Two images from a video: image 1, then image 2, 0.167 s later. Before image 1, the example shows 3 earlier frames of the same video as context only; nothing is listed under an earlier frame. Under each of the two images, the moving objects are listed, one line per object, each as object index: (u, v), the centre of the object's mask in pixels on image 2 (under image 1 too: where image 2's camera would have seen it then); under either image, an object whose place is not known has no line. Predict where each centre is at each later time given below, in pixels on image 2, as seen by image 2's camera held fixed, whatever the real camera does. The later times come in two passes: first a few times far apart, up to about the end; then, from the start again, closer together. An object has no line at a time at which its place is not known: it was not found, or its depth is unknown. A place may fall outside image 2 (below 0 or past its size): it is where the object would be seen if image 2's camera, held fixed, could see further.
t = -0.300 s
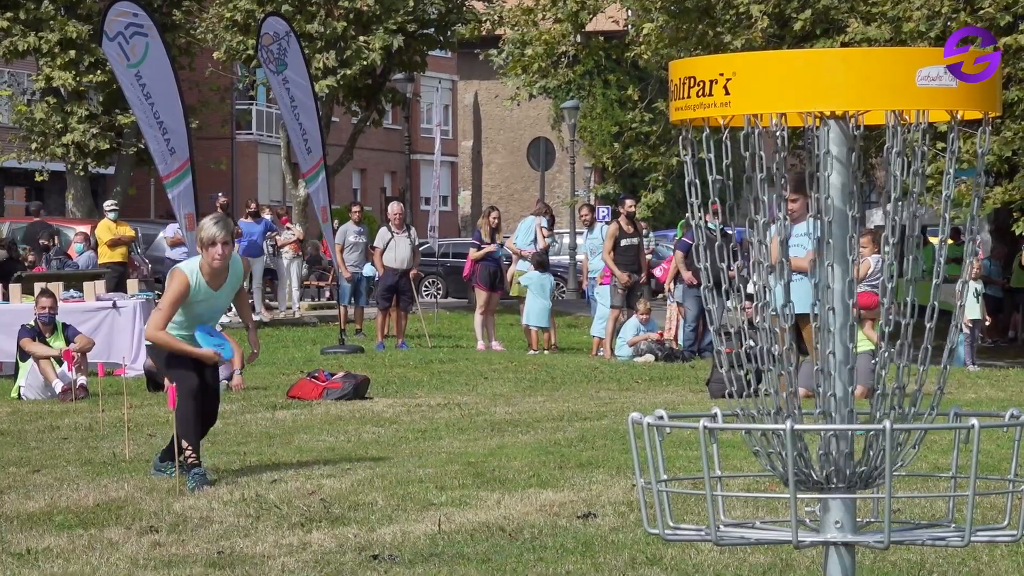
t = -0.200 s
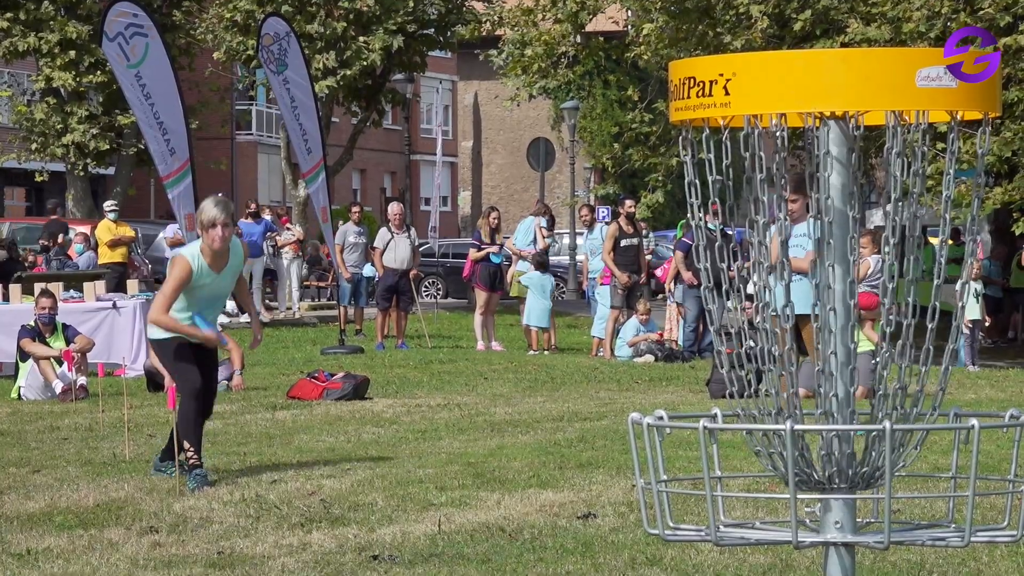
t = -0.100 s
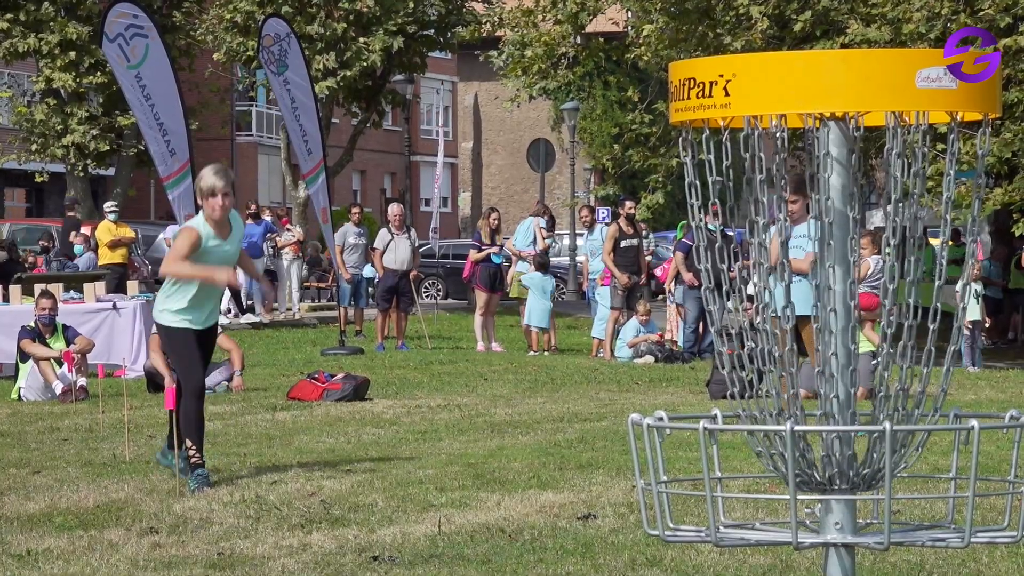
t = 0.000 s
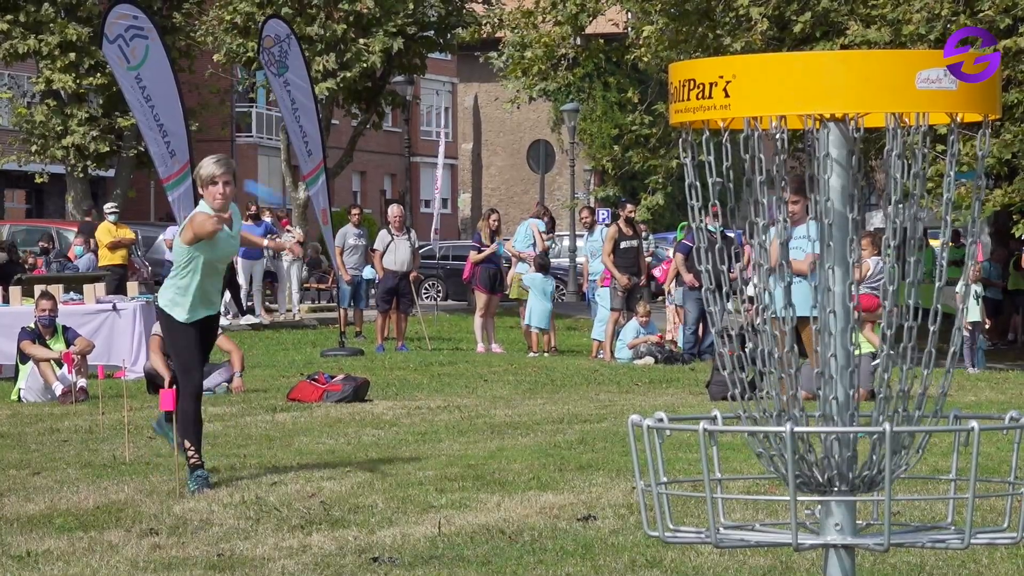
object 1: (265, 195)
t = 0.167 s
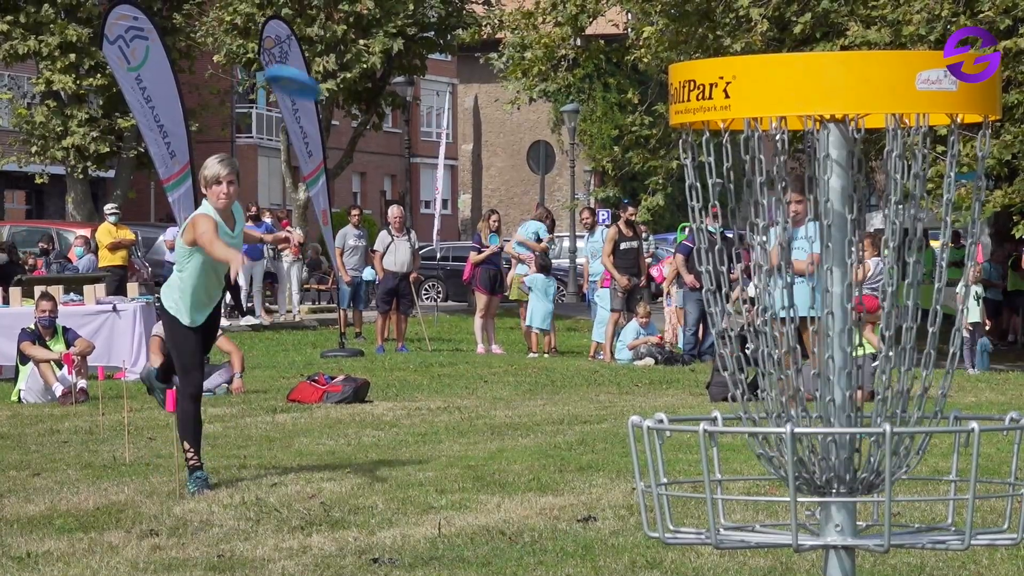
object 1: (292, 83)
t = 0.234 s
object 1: (304, 52)
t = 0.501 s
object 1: (376, 26)
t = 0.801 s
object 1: (599, 219)
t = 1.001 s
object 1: (729, 421)
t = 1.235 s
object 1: (765, 481)
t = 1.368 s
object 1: (781, 490)
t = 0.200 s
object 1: (298, 66)
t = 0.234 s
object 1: (304, 52)
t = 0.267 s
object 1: (311, 41)
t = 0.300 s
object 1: (317, 34)
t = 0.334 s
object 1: (326, 26)
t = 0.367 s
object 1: (333, 21)
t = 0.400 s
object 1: (342, 20)
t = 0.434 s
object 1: (351, 18)
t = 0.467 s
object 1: (363, 21)
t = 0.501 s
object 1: (376, 26)
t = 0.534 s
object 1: (389, 33)
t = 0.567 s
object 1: (406, 45)
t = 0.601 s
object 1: (423, 57)
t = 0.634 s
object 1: (442, 73)
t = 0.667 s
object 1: (466, 94)
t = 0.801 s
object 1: (599, 219)
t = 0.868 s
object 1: (692, 313)
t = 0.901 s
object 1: (717, 356)
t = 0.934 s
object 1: (728, 375)
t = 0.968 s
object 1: (731, 396)
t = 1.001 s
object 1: (729, 421)
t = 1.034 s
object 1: (727, 453)
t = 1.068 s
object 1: (725, 471)
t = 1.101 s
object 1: (729, 465)
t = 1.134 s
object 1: (737, 465)
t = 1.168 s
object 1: (745, 470)
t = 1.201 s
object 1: (754, 477)
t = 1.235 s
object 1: (765, 481)
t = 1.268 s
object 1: (771, 486)
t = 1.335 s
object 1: (778, 491)
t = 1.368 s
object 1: (781, 490)
